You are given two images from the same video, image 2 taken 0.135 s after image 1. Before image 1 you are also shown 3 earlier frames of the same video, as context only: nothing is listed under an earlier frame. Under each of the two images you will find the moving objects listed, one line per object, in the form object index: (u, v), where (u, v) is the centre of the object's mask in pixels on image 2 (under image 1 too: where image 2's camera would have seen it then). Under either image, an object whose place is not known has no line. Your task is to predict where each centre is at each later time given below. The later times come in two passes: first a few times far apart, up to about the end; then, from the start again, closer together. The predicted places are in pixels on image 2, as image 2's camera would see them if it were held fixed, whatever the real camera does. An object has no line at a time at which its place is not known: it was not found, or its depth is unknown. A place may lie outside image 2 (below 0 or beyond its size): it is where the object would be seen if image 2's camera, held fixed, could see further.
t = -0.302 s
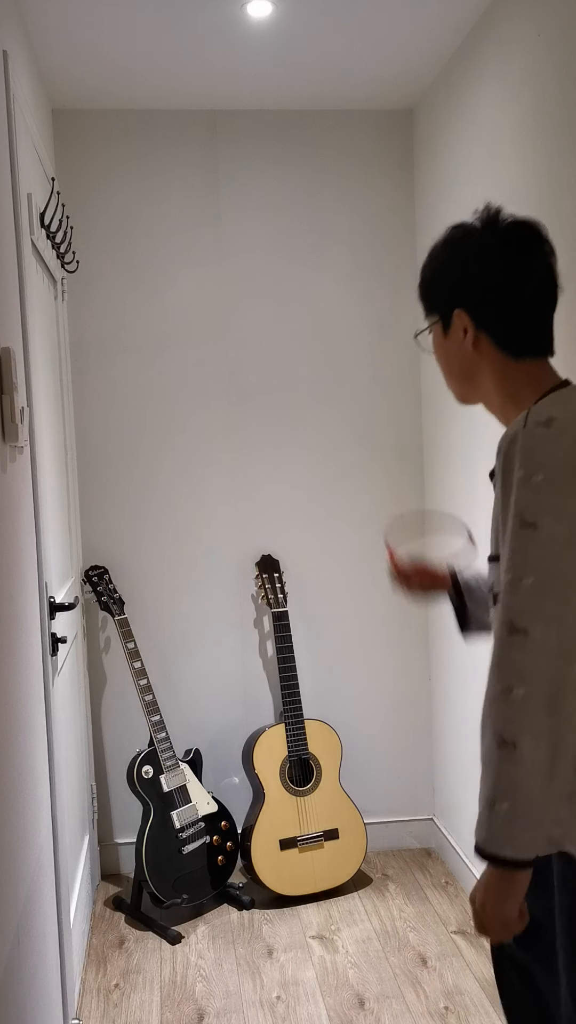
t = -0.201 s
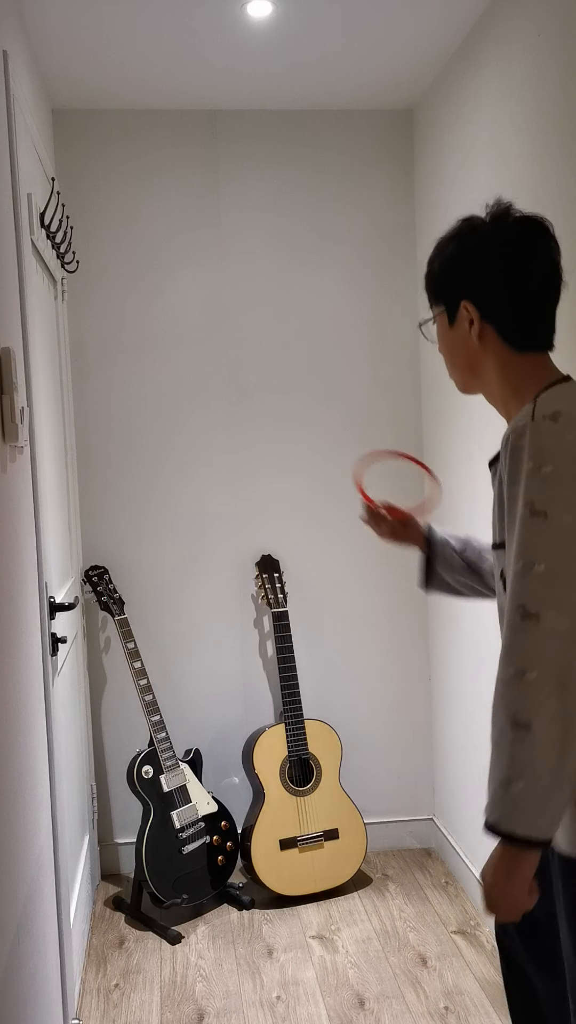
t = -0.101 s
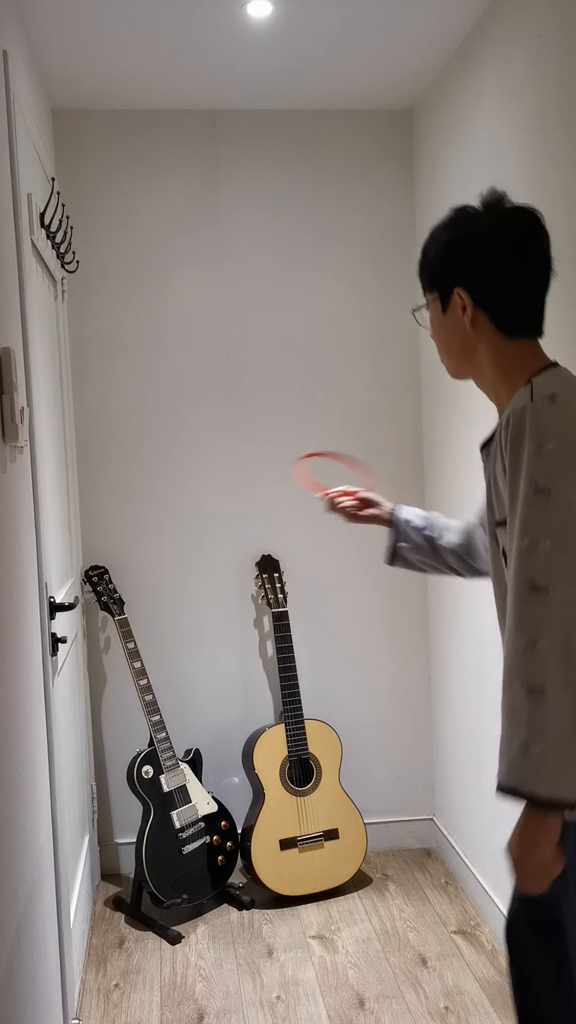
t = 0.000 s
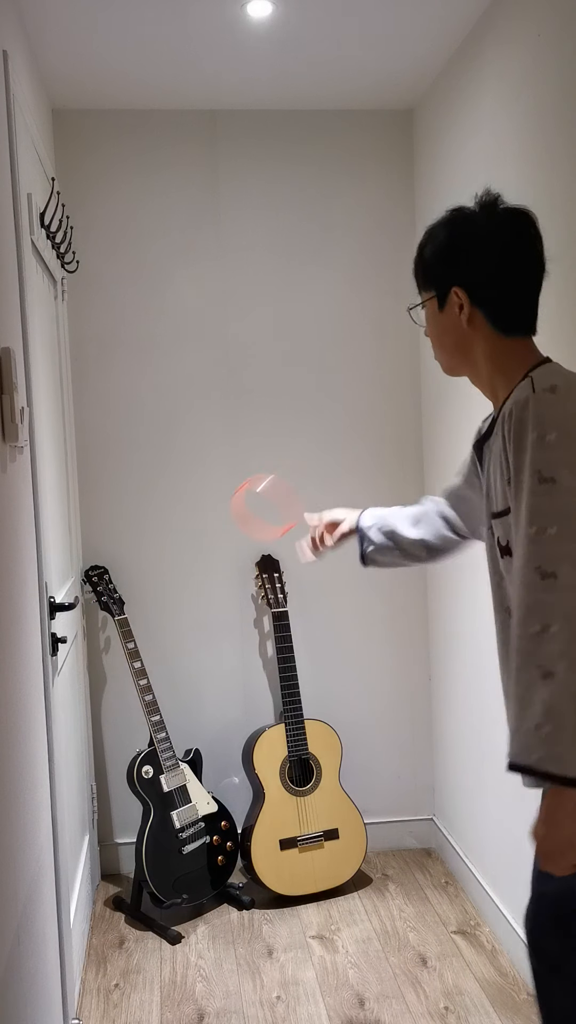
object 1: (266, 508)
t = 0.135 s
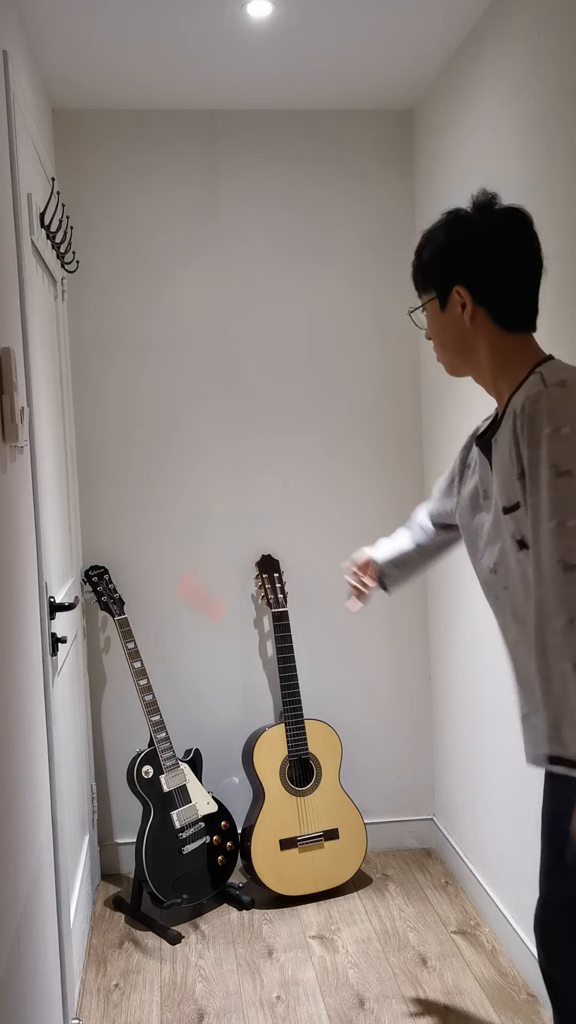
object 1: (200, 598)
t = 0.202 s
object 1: (177, 655)
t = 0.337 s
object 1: (195, 741)
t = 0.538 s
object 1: (255, 952)
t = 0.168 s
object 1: (188, 626)
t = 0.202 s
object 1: (177, 655)
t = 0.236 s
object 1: (174, 686)
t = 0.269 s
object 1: (175, 712)
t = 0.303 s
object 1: (179, 733)
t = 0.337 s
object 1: (195, 741)
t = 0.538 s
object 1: (255, 952)
